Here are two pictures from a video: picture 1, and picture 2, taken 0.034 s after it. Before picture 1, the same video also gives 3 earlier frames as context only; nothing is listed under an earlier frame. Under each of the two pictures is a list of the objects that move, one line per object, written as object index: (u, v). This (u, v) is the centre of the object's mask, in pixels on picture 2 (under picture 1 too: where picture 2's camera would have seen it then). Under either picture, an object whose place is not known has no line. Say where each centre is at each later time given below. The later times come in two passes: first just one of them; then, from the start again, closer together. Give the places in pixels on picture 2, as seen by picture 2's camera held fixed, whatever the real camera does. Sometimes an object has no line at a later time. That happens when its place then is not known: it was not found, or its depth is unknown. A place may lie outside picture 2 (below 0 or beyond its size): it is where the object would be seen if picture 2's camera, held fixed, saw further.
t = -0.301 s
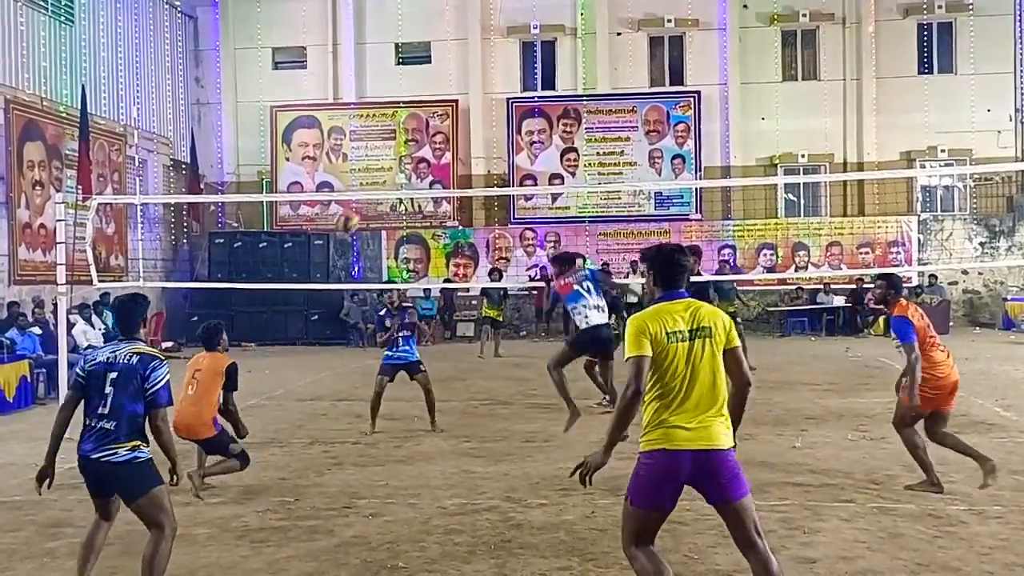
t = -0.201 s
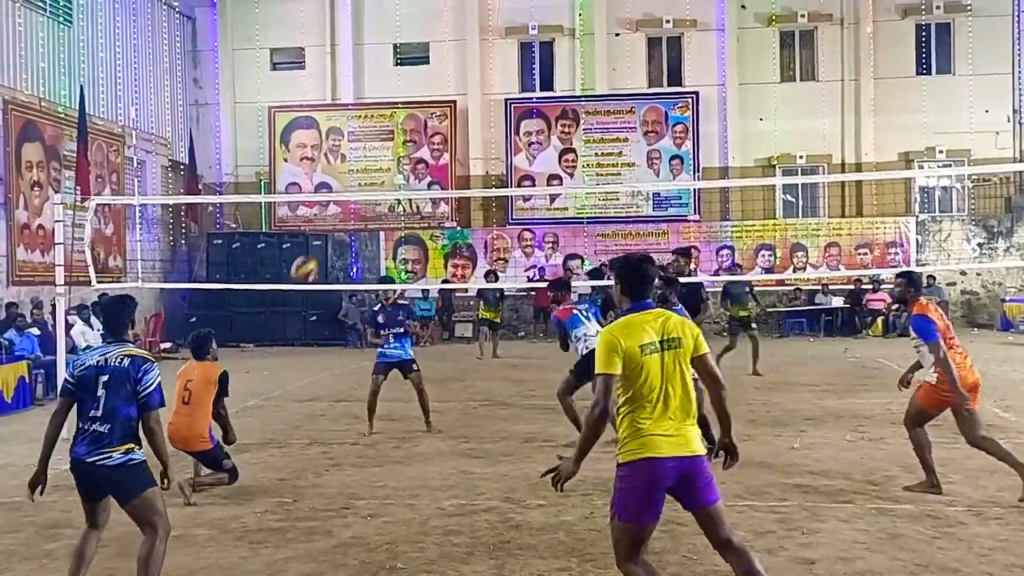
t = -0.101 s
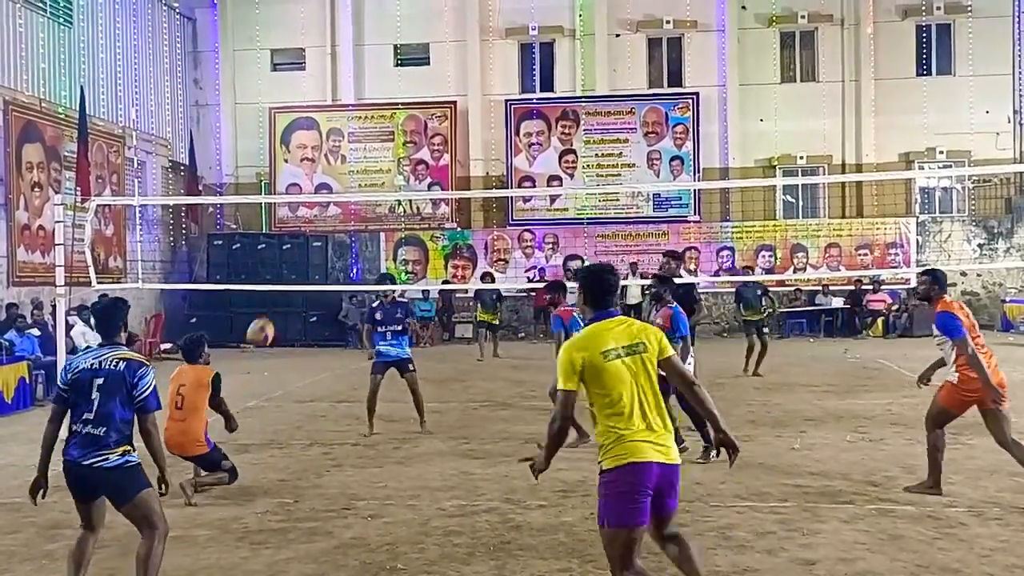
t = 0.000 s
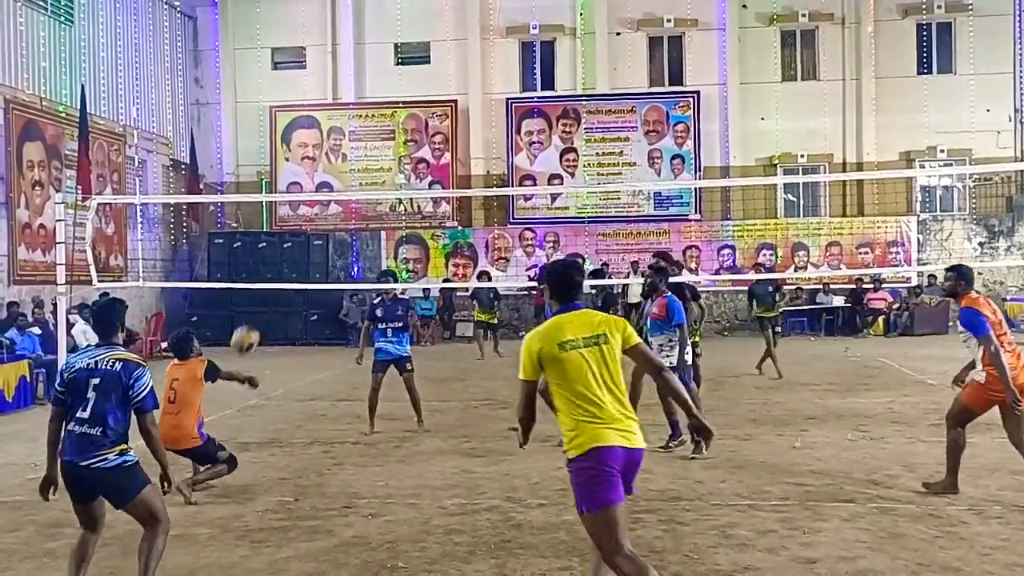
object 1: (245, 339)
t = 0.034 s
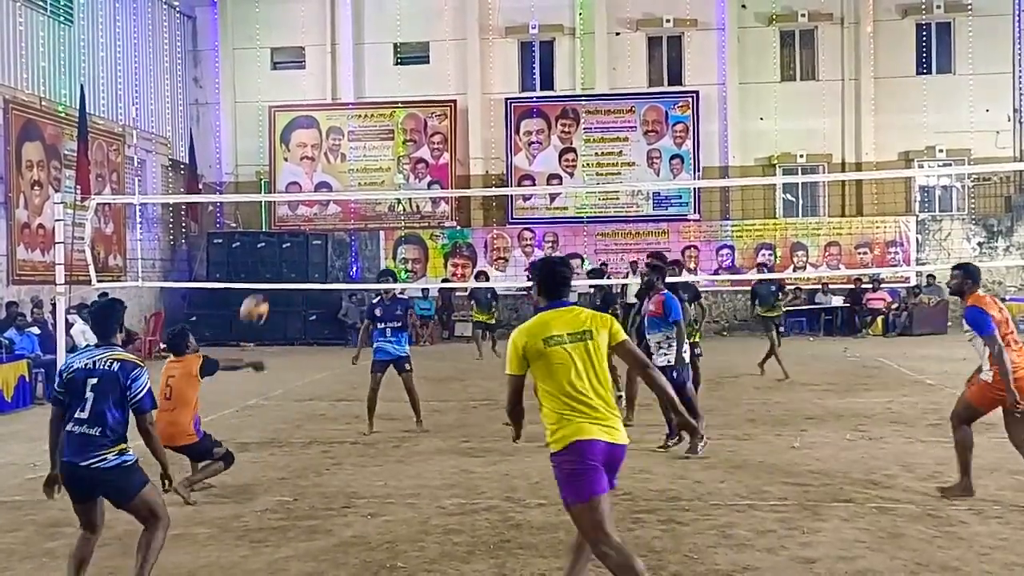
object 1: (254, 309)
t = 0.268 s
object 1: (324, 143)
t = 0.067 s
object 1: (265, 280)
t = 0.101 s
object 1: (274, 253)
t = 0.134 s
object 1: (284, 229)
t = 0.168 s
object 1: (294, 205)
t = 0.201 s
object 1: (303, 183)
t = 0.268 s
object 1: (324, 143)
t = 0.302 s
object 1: (333, 125)
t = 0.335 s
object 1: (343, 107)
